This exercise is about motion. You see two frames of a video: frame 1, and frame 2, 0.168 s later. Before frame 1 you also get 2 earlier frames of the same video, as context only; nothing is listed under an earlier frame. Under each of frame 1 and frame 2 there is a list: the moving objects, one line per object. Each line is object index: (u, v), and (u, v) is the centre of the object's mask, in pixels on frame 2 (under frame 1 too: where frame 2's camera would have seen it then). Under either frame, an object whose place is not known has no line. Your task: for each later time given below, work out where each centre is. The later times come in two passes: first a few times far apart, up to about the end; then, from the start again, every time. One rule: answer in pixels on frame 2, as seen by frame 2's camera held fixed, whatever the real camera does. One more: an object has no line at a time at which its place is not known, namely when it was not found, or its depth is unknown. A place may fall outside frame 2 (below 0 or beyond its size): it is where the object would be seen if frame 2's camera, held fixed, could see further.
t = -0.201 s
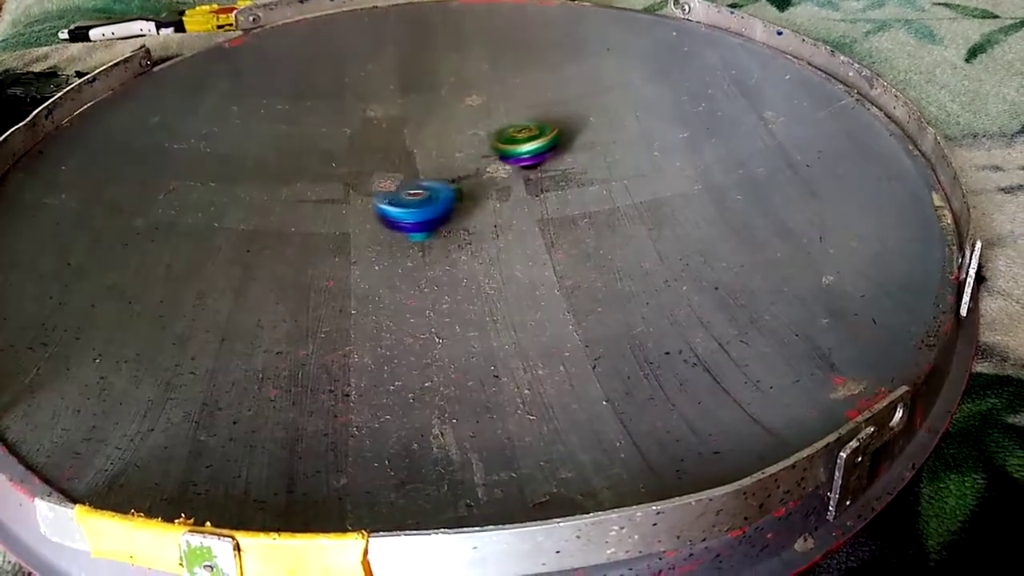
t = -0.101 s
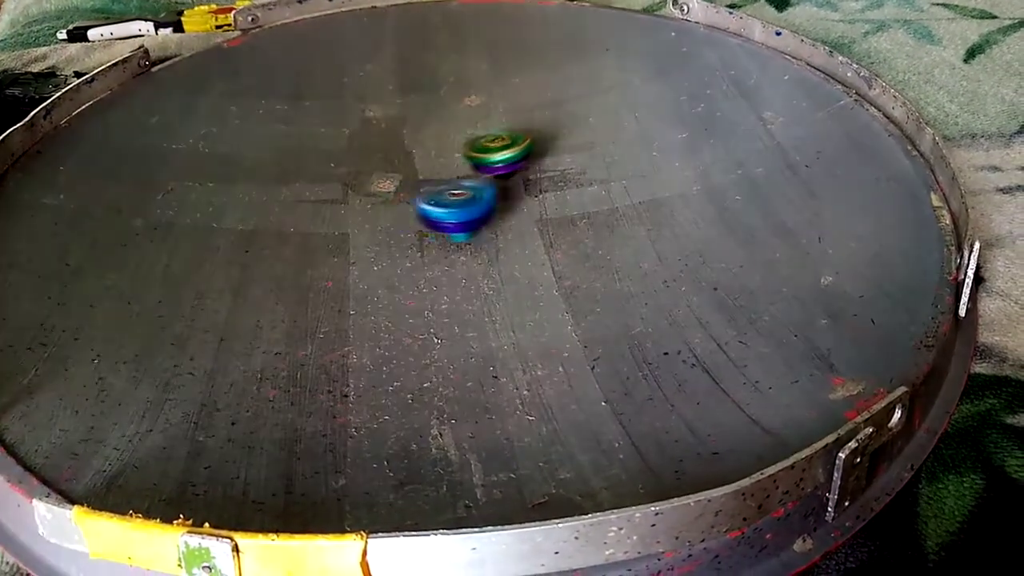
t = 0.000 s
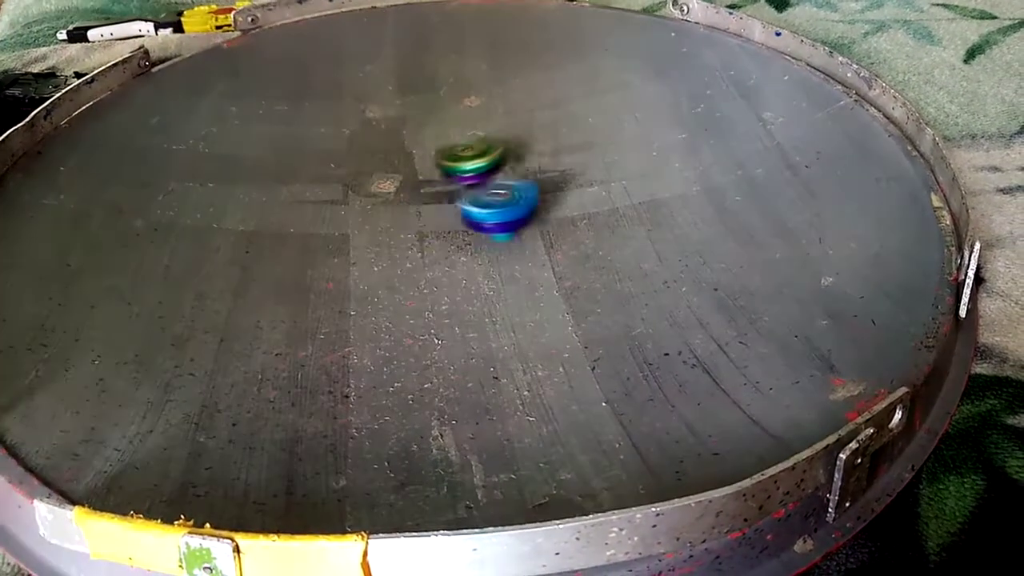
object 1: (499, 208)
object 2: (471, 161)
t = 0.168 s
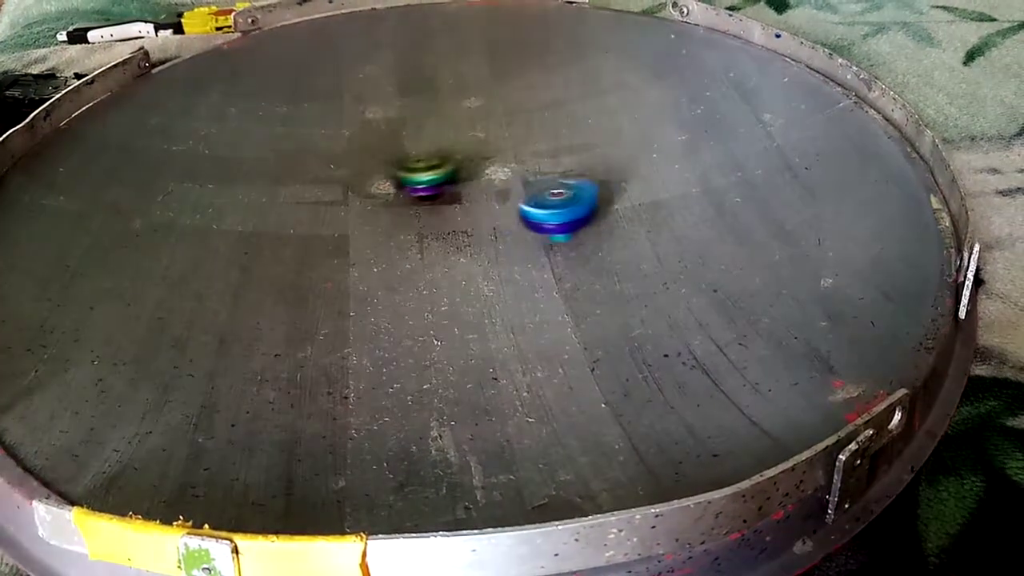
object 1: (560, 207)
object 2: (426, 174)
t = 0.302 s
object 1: (594, 208)
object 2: (389, 177)
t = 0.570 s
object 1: (599, 211)
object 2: (337, 175)
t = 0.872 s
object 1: (520, 198)
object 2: (328, 169)
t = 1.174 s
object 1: (443, 168)
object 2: (361, 165)
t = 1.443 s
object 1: (491, 144)
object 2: (321, 176)
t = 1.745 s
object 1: (518, 130)
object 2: (334, 187)
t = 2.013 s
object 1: (506, 138)
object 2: (379, 199)
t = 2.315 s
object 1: (464, 156)
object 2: (439, 211)
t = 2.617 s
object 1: (400, 171)
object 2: (482, 224)
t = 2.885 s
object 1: (372, 178)
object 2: (498, 229)
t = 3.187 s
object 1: (376, 192)
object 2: (493, 220)
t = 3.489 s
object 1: (383, 202)
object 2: (501, 199)
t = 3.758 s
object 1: (346, 198)
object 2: (552, 187)
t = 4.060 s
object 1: (377, 186)
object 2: (568, 182)
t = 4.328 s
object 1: (438, 186)
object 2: (535, 180)
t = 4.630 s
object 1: (398, 191)
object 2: (556, 166)
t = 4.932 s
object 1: (368, 189)
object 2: (551, 162)
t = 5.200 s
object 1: (381, 189)
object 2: (510, 164)
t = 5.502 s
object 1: (423, 195)
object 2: (466, 154)
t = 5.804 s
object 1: (432, 217)
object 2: (468, 135)
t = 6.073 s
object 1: (453, 226)
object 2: (482, 135)
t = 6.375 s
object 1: (473, 218)
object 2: (469, 144)
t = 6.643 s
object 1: (479, 204)
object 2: (427, 154)
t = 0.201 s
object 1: (569, 207)
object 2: (415, 174)
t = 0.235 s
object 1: (578, 208)
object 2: (405, 175)
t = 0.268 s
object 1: (587, 208)
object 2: (396, 176)
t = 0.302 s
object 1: (594, 208)
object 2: (389, 177)
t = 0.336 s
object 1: (600, 208)
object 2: (382, 178)
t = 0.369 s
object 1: (604, 208)
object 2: (373, 179)
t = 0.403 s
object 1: (607, 208)
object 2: (364, 179)
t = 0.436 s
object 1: (609, 209)
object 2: (358, 178)
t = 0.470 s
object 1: (608, 210)
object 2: (351, 177)
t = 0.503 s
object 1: (607, 210)
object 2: (345, 177)
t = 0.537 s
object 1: (604, 211)
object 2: (341, 176)
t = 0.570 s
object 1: (599, 211)
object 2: (337, 175)
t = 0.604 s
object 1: (593, 210)
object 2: (333, 174)
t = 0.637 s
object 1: (587, 210)
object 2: (329, 174)
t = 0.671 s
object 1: (578, 210)
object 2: (326, 173)
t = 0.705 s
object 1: (569, 208)
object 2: (324, 171)
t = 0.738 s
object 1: (560, 206)
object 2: (324, 170)
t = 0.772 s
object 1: (550, 205)
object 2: (326, 170)
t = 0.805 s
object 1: (539, 203)
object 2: (326, 170)
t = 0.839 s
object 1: (529, 201)
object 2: (327, 169)
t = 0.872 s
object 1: (520, 198)
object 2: (328, 169)
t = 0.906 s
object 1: (510, 196)
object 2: (332, 167)
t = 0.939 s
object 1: (500, 192)
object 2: (335, 166)
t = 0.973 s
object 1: (490, 189)
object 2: (338, 166)
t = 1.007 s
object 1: (481, 186)
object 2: (342, 166)
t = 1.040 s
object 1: (470, 182)
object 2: (347, 165)
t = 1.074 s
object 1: (460, 178)
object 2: (354, 166)
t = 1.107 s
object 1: (452, 176)
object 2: (359, 166)
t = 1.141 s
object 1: (446, 173)
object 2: (363, 166)
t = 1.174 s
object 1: (443, 168)
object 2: (361, 165)
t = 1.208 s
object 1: (452, 164)
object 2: (347, 168)
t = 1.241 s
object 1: (458, 161)
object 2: (340, 168)
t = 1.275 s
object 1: (465, 158)
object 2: (335, 169)
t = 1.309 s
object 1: (472, 153)
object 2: (331, 170)
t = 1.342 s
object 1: (477, 152)
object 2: (329, 171)
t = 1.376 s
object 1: (484, 149)
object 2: (325, 173)
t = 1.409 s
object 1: (487, 146)
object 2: (322, 173)
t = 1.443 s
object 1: (491, 144)
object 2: (321, 176)
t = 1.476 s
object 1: (496, 143)
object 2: (320, 176)
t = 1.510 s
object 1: (499, 141)
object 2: (320, 177)
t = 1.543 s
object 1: (500, 140)
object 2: (320, 178)
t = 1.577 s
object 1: (502, 136)
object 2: (320, 179)
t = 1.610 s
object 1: (506, 135)
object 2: (322, 181)
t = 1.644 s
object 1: (509, 133)
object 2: (324, 183)
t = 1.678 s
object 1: (513, 132)
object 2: (327, 183)
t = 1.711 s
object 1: (516, 130)
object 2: (331, 185)
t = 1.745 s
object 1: (518, 130)
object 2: (334, 187)
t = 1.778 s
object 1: (519, 130)
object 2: (338, 189)
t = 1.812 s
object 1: (518, 131)
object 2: (343, 191)
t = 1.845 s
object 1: (518, 133)
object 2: (348, 192)
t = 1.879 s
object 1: (518, 134)
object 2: (354, 194)
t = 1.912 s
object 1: (517, 135)
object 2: (360, 195)
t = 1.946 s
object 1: (515, 136)
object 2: (367, 196)
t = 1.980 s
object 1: (511, 137)
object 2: (374, 198)
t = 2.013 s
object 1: (506, 138)
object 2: (379, 199)
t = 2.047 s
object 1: (502, 139)
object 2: (384, 200)
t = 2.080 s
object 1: (499, 139)
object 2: (392, 202)
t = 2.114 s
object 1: (495, 139)
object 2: (397, 203)
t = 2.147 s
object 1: (490, 140)
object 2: (406, 205)
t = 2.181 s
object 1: (486, 144)
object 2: (412, 206)
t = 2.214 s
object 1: (483, 145)
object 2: (419, 208)
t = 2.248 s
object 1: (477, 150)
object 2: (426, 209)
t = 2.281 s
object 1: (472, 153)
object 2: (433, 210)
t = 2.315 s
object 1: (464, 156)
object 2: (439, 211)
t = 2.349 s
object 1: (456, 157)
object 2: (447, 213)
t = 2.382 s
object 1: (449, 159)
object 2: (451, 214)
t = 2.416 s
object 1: (441, 162)
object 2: (459, 216)
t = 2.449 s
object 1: (433, 163)
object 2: (464, 218)
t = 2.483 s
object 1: (425, 165)
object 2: (470, 220)
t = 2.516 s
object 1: (419, 166)
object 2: (473, 221)
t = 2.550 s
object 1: (412, 167)
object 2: (476, 222)
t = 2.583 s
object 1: (406, 169)
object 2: (478, 223)
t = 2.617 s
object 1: (400, 171)
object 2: (482, 224)
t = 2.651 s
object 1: (396, 170)
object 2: (485, 225)
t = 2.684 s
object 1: (392, 171)
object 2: (489, 226)
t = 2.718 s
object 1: (387, 172)
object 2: (490, 227)
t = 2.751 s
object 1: (384, 174)
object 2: (493, 228)
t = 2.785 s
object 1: (380, 175)
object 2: (494, 228)
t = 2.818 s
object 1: (378, 176)
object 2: (496, 228)
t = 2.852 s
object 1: (374, 177)
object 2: (497, 229)
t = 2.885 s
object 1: (372, 178)
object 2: (498, 229)
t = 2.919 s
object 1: (371, 179)
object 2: (499, 229)
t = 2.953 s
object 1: (368, 182)
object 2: (498, 229)
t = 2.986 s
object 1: (367, 182)
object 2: (499, 229)
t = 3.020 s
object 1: (368, 183)
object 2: (499, 228)
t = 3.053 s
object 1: (369, 186)
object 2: (499, 227)
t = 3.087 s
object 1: (371, 187)
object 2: (497, 225)
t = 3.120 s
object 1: (373, 190)
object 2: (496, 224)
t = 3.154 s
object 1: (374, 191)
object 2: (494, 222)
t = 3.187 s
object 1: (376, 192)
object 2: (493, 220)
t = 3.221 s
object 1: (380, 194)
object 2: (491, 218)
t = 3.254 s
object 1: (382, 196)
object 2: (488, 216)
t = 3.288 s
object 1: (386, 197)
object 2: (486, 214)
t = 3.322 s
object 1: (389, 198)
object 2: (484, 212)
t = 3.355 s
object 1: (393, 199)
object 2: (481, 210)
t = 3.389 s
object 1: (398, 200)
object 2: (478, 207)
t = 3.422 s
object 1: (396, 202)
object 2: (483, 204)
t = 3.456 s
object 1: (389, 202)
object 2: (495, 201)
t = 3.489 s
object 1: (383, 202)
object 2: (501, 199)
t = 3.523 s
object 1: (376, 203)
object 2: (508, 197)
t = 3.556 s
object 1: (369, 203)
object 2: (515, 195)
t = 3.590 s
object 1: (363, 202)
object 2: (523, 193)
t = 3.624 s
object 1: (358, 200)
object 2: (530, 192)
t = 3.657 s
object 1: (355, 200)
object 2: (535, 190)
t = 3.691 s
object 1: (350, 200)
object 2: (541, 189)
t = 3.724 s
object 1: (347, 198)
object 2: (547, 187)
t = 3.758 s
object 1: (346, 198)
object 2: (552, 187)
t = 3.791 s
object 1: (346, 197)
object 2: (557, 185)
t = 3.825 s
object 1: (347, 195)
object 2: (560, 185)
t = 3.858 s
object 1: (350, 194)
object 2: (564, 184)
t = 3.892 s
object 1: (353, 192)
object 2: (565, 184)
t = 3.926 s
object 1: (354, 191)
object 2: (567, 183)
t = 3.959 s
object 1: (359, 189)
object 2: (567, 183)
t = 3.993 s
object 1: (364, 188)
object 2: (567, 183)
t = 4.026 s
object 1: (370, 187)
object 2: (567, 182)
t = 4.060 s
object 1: (377, 186)
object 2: (568, 182)
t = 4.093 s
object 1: (383, 186)
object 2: (566, 182)
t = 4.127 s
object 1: (391, 185)
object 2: (564, 181)
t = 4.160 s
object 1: (398, 186)
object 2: (561, 181)
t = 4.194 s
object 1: (406, 186)
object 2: (557, 181)
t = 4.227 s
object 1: (415, 186)
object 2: (551, 181)
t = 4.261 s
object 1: (423, 185)
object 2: (547, 180)
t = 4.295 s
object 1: (431, 185)
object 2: (541, 180)
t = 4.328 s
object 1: (438, 186)
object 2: (535, 180)
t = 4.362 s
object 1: (446, 186)
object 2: (530, 179)
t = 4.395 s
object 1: (448, 186)
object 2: (528, 178)
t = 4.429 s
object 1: (442, 187)
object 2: (538, 176)
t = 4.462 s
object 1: (433, 189)
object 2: (542, 173)
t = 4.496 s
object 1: (427, 190)
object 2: (544, 172)
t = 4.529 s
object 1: (419, 189)
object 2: (549, 170)
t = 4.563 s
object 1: (413, 190)
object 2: (552, 169)
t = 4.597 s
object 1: (406, 190)
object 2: (554, 167)
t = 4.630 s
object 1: (398, 191)
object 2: (556, 166)
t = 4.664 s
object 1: (394, 190)
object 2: (560, 165)
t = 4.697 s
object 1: (389, 190)
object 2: (561, 164)
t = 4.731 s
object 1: (384, 190)
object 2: (561, 164)
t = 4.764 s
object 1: (378, 190)
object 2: (562, 162)
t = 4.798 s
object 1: (376, 190)
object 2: (560, 162)
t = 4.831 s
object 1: (372, 190)
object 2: (559, 161)
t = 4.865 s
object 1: (369, 190)
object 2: (557, 162)
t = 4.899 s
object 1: (368, 189)
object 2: (553, 162)
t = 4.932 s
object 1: (368, 189)
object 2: (551, 162)
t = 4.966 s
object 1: (367, 189)
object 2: (548, 163)
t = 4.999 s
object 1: (367, 189)
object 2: (543, 164)
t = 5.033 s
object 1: (368, 189)
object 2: (538, 164)
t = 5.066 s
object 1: (369, 188)
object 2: (534, 164)
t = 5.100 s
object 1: (372, 188)
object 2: (529, 164)
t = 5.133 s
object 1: (374, 189)
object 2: (522, 164)
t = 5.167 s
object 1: (378, 189)
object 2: (516, 164)
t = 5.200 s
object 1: (381, 189)
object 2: (510, 164)
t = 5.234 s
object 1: (386, 189)
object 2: (503, 164)
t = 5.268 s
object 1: (390, 189)
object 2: (496, 163)
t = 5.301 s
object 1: (396, 190)
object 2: (491, 163)
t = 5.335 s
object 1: (400, 191)
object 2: (485, 163)
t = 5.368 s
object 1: (406, 190)
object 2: (478, 162)
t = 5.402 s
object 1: (411, 191)
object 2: (473, 161)
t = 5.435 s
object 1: (418, 192)
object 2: (469, 160)
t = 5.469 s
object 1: (421, 192)
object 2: (466, 156)
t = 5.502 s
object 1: (423, 195)
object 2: (466, 154)
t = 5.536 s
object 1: (422, 198)
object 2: (463, 153)
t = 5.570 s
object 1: (424, 201)
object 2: (462, 151)
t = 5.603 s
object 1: (423, 205)
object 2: (462, 148)
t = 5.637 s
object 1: (425, 207)
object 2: (463, 145)
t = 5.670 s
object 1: (424, 208)
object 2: (463, 143)
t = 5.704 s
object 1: (426, 211)
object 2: (464, 140)
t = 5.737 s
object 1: (427, 213)
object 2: (465, 138)
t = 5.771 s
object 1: (431, 216)
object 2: (466, 137)
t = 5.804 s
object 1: (432, 217)
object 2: (468, 135)
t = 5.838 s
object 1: (435, 219)
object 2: (470, 134)
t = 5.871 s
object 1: (436, 219)
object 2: (471, 134)
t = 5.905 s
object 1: (440, 221)
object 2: (473, 134)
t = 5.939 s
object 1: (442, 224)
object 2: (475, 134)
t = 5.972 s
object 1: (446, 225)
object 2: (476, 134)
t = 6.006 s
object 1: (448, 225)
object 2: (478, 135)
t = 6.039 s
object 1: (451, 226)
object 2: (481, 134)
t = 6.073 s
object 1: (453, 226)
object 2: (482, 135)
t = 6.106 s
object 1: (456, 225)
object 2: (482, 136)
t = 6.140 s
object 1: (459, 226)
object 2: (483, 137)
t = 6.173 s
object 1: (463, 224)
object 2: (484, 137)
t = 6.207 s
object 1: (465, 223)
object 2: (481, 139)
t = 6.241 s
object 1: (469, 224)
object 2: (481, 140)
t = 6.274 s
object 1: (469, 223)
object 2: (479, 140)
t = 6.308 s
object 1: (472, 221)
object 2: (478, 141)
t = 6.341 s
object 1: (472, 220)
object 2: (473, 143)
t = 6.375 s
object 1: (473, 218)
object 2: (469, 144)
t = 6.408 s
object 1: (477, 217)
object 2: (464, 146)
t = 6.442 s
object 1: (478, 216)
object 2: (458, 148)
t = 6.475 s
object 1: (479, 214)
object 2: (454, 149)
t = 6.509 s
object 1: (479, 212)
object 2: (448, 150)
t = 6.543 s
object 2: (443, 152)
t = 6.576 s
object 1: (479, 208)
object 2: (437, 152)
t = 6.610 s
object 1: (480, 206)
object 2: (432, 153)
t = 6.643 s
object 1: (479, 204)
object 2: (427, 154)
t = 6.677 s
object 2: (421, 154)
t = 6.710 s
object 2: (417, 154)
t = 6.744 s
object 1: (476, 201)
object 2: (412, 154)
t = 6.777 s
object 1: (472, 200)
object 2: (406, 154)
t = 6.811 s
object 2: (401, 153)
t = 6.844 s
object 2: (398, 153)
